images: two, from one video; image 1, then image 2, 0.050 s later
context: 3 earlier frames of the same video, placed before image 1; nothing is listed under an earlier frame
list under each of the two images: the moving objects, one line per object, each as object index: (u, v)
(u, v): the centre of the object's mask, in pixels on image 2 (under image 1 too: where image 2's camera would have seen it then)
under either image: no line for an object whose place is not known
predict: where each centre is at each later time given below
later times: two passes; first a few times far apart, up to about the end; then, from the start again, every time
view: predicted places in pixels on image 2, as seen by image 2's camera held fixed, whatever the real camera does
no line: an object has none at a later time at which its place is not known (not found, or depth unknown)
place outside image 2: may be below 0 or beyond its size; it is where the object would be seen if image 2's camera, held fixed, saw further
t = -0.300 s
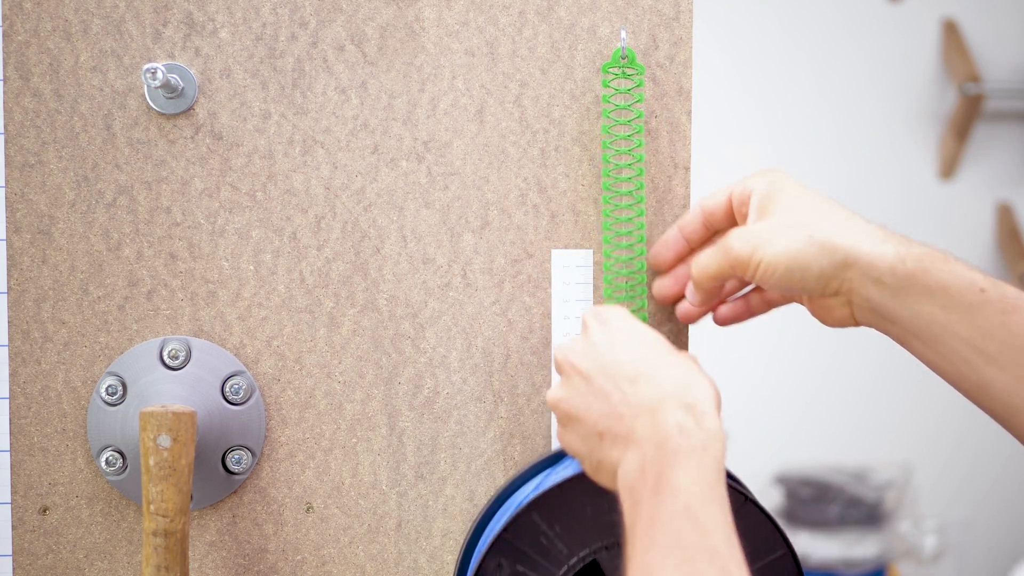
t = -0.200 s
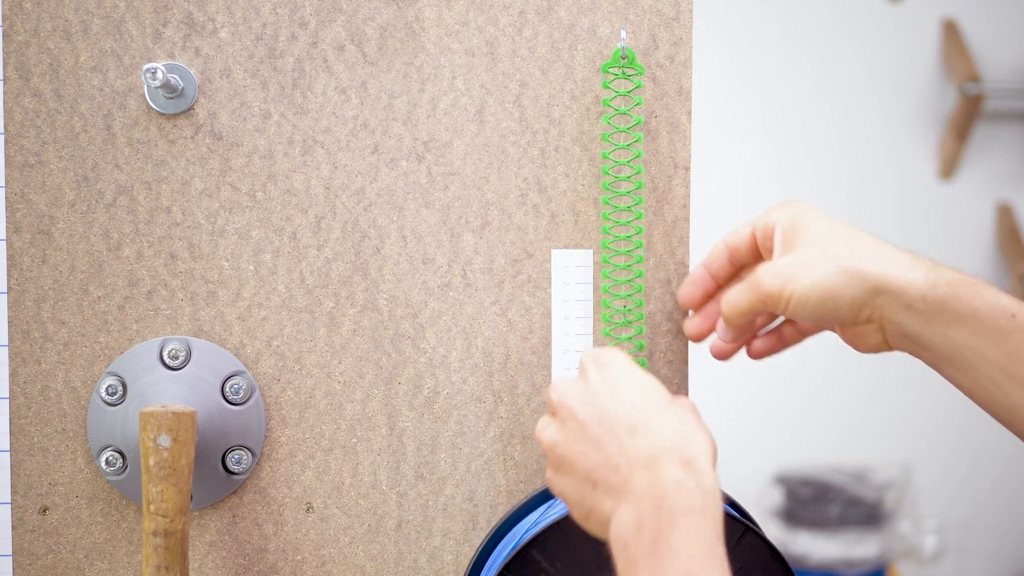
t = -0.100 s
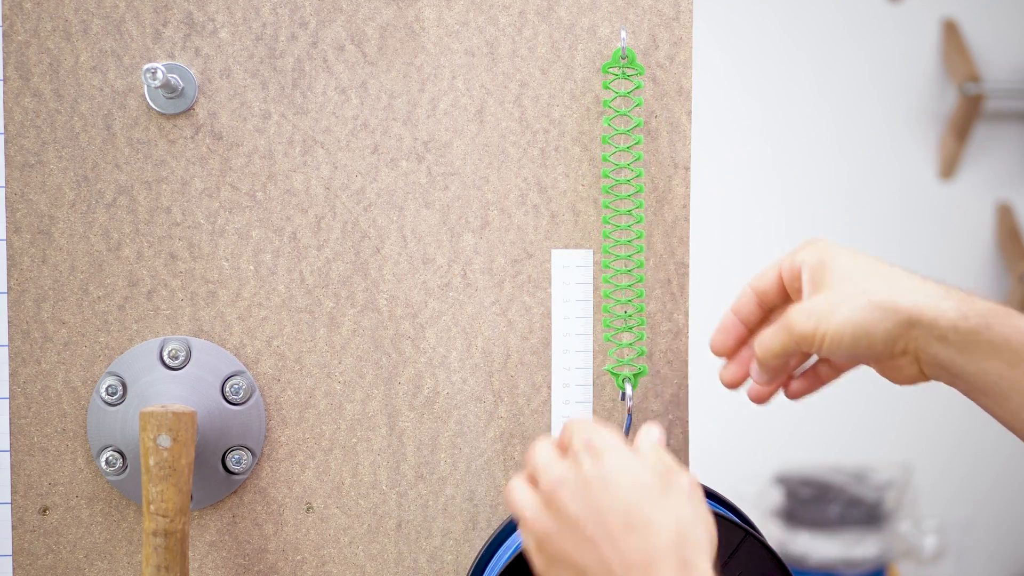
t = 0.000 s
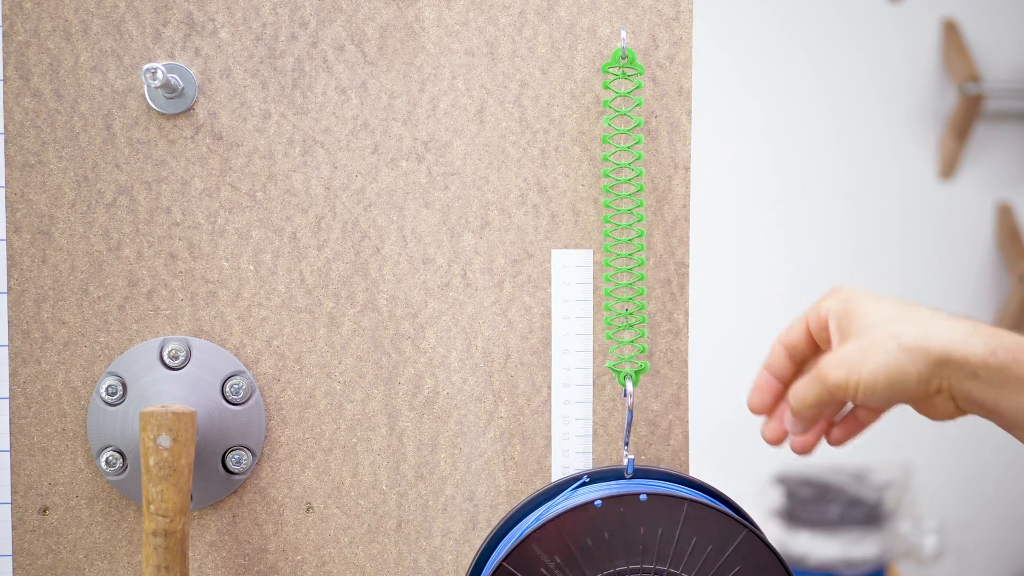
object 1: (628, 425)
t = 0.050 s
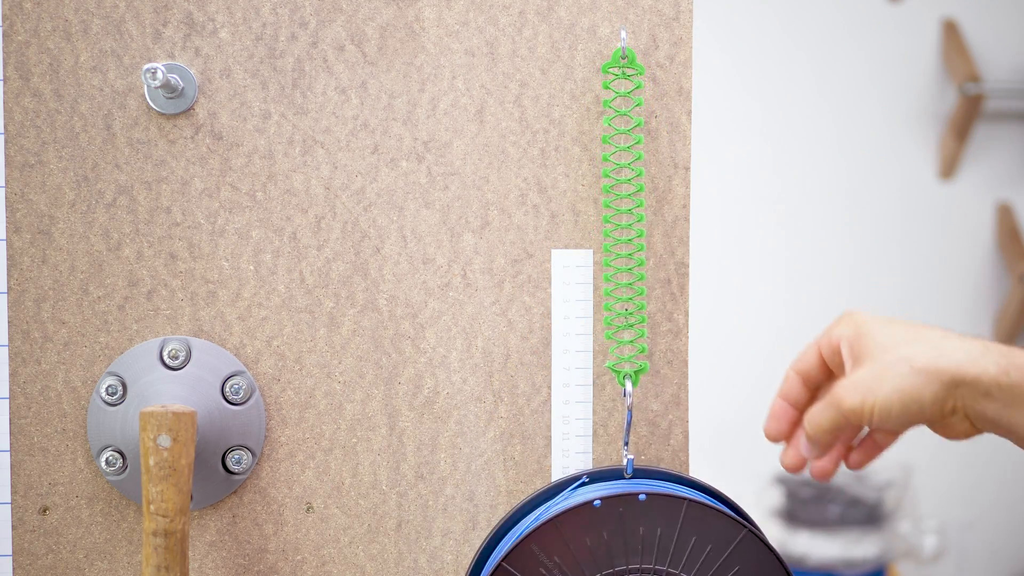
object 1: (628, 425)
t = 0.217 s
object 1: (625, 432)
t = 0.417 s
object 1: (624, 431)
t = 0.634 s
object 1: (624, 435)
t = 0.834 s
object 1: (623, 435)
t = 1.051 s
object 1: (626, 438)
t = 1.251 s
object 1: (623, 437)
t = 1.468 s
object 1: (625, 440)
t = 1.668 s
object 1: (623, 439)
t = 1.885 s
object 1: (624, 441)
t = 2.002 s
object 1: (623, 440)
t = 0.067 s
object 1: (627, 426)
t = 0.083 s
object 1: (627, 426)
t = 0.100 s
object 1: (627, 426)
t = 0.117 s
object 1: (626, 427)
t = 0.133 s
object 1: (626, 427)
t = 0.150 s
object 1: (626, 428)
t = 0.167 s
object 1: (625, 429)
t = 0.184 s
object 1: (625, 431)
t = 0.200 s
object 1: (625, 431)
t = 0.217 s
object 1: (625, 432)
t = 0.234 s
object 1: (625, 432)
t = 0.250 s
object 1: (625, 432)
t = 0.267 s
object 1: (625, 432)
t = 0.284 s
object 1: (625, 432)
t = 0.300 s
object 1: (625, 432)
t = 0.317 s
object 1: (625, 432)
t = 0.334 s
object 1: (625, 432)
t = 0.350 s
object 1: (625, 431)
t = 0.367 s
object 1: (625, 431)
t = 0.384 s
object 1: (624, 431)
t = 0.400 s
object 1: (624, 431)
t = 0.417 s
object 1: (624, 431)
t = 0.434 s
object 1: (624, 431)
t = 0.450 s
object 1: (624, 431)
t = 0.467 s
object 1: (624, 431)
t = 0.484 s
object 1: (624, 432)
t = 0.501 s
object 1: (624, 432)
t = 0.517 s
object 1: (624, 432)
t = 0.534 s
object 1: (624, 433)
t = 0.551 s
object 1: (624, 434)
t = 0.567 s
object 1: (624, 435)
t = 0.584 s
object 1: (624, 435)
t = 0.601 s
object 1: (624, 435)
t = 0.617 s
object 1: (624, 435)
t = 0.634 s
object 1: (624, 435)
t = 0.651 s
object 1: (625, 435)
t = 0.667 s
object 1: (625, 435)
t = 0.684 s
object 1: (624, 435)
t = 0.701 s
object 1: (624, 435)
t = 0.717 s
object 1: (624, 435)
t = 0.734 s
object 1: (624, 435)
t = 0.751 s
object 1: (624, 435)
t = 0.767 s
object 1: (623, 434)
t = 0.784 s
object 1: (623, 435)
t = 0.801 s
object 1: (623, 435)
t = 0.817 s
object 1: (623, 435)
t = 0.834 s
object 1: (623, 435)
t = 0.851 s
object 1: (623, 435)
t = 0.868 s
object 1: (623, 435)
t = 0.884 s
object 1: (623, 435)
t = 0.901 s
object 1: (623, 436)
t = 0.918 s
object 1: (624, 436)
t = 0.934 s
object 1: (624, 437)
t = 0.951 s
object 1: (624, 437)
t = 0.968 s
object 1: (625, 438)
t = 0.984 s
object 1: (625, 438)
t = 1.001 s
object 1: (626, 438)
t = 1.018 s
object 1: (626, 438)
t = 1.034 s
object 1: (626, 439)
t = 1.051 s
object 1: (626, 438)
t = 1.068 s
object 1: (625, 438)
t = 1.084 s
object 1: (625, 438)
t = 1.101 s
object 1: (625, 437)
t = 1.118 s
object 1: (625, 437)
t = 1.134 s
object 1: (624, 437)
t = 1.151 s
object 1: (624, 437)
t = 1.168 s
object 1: (623, 436)
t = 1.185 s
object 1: (623, 437)
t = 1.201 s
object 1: (623, 437)
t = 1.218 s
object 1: (623, 437)
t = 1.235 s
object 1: (623, 437)
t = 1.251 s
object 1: (623, 437)
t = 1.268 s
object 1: (623, 437)
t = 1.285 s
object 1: (623, 438)
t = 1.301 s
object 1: (623, 438)
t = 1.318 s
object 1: (623, 439)
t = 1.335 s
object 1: (624, 439)
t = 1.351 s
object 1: (624, 439)
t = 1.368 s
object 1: (624, 440)
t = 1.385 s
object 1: (625, 440)
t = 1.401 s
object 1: (625, 440)
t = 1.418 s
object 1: (625, 440)
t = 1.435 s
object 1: (625, 440)
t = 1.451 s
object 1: (625, 440)
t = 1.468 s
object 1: (625, 440)
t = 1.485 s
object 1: (625, 440)
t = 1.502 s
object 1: (624, 439)
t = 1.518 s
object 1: (624, 439)
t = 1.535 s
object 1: (624, 439)
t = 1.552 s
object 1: (623, 438)
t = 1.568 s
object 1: (623, 438)
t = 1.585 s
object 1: (623, 439)
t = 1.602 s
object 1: (623, 439)
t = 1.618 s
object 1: (623, 439)
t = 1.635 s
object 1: (623, 439)
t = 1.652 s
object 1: (623, 439)
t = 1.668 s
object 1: (623, 439)
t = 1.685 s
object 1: (623, 439)
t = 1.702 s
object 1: (624, 440)
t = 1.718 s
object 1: (624, 440)
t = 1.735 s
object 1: (624, 440)
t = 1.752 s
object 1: (625, 441)
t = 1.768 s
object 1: (625, 442)
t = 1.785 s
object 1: (625, 442)
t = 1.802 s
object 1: (625, 442)
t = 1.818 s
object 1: (625, 442)
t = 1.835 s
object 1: (625, 442)
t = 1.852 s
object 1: (625, 442)
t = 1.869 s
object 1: (625, 442)
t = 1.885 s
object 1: (624, 441)
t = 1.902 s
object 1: (624, 441)
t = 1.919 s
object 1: (624, 440)
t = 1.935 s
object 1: (624, 440)
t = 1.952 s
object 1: (623, 440)
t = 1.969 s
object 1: (623, 440)
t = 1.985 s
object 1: (623, 440)
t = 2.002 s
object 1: (623, 440)
